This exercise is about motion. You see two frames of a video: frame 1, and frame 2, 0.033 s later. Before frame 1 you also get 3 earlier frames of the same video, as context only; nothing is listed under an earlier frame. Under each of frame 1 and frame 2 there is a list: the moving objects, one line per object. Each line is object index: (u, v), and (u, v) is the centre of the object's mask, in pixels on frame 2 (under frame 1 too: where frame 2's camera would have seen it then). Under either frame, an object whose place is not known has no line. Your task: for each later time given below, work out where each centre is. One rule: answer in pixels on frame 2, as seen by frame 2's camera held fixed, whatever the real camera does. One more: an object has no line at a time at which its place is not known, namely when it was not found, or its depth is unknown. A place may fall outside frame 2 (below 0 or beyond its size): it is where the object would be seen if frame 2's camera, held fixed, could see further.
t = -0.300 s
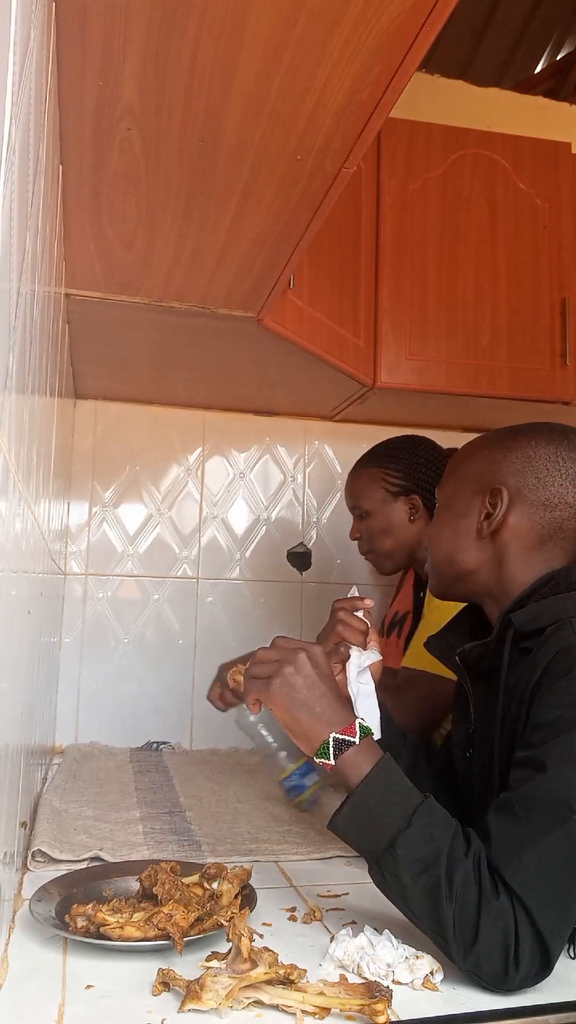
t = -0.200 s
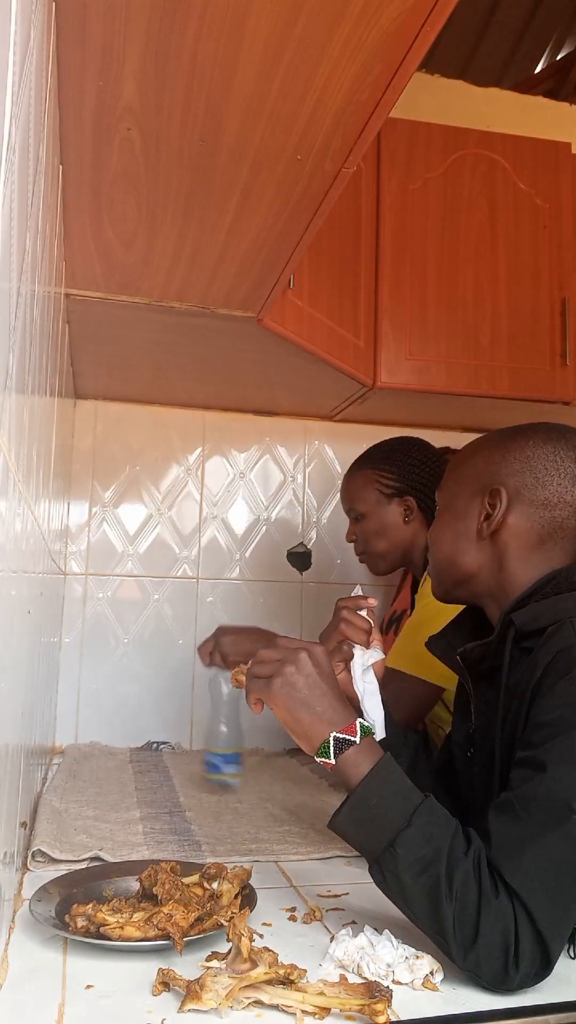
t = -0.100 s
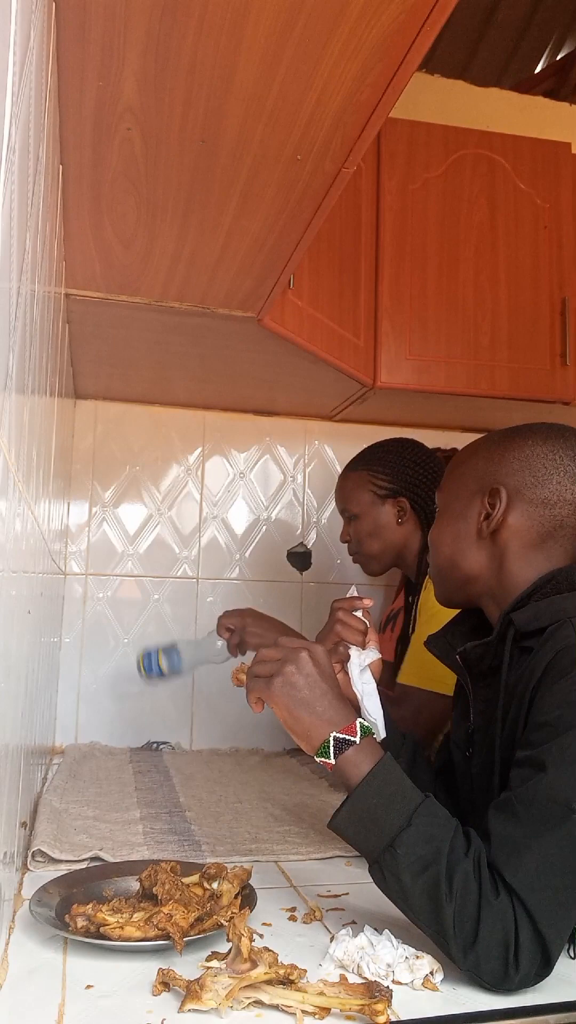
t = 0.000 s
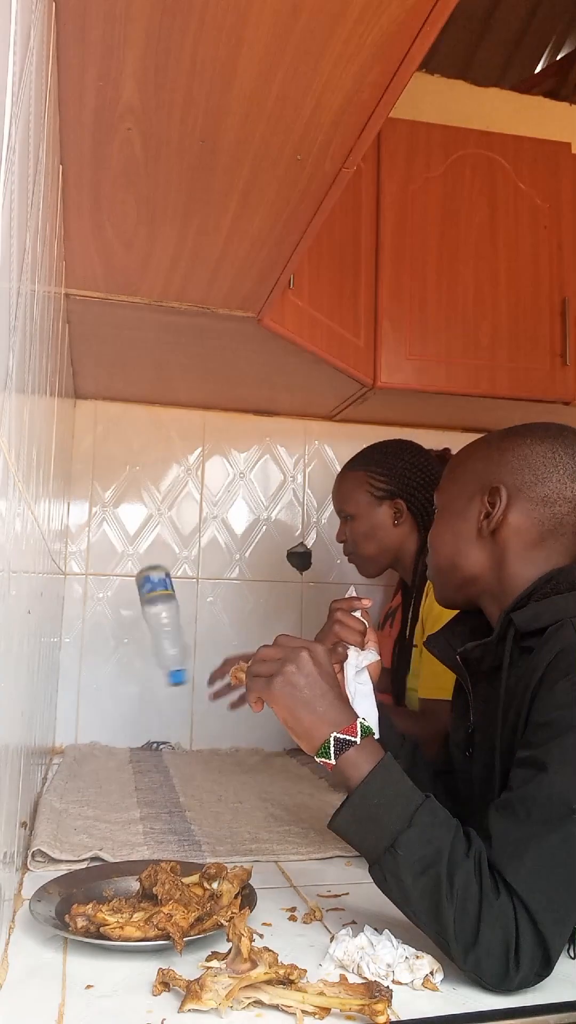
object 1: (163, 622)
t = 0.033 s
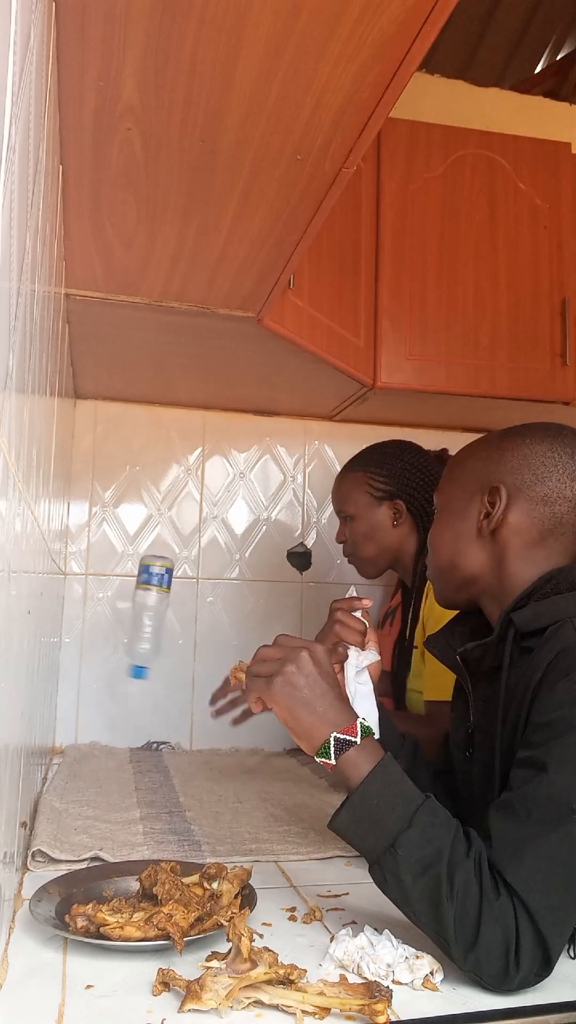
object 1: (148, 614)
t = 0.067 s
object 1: (136, 603)
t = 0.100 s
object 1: (129, 593)
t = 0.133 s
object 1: (127, 589)
